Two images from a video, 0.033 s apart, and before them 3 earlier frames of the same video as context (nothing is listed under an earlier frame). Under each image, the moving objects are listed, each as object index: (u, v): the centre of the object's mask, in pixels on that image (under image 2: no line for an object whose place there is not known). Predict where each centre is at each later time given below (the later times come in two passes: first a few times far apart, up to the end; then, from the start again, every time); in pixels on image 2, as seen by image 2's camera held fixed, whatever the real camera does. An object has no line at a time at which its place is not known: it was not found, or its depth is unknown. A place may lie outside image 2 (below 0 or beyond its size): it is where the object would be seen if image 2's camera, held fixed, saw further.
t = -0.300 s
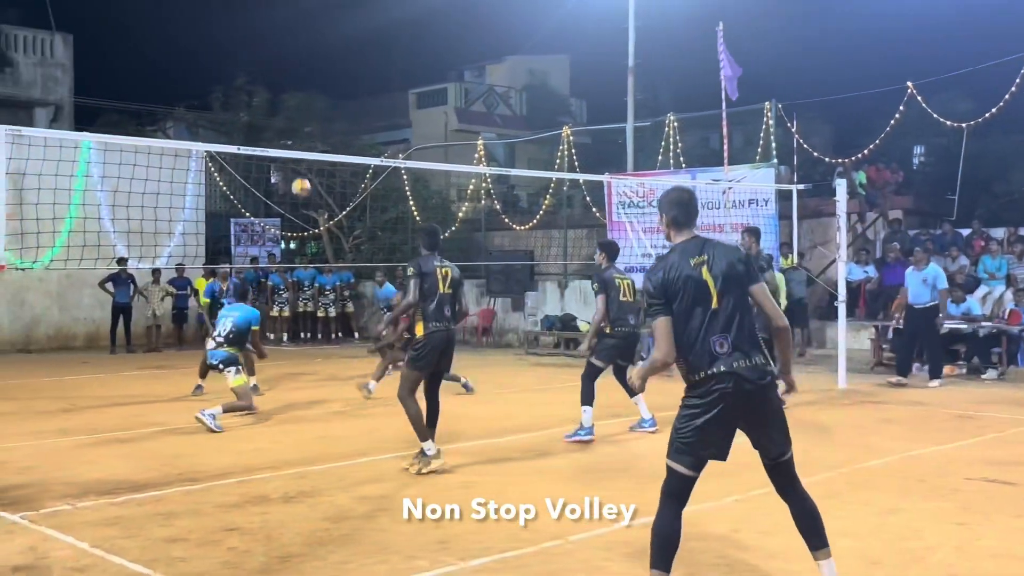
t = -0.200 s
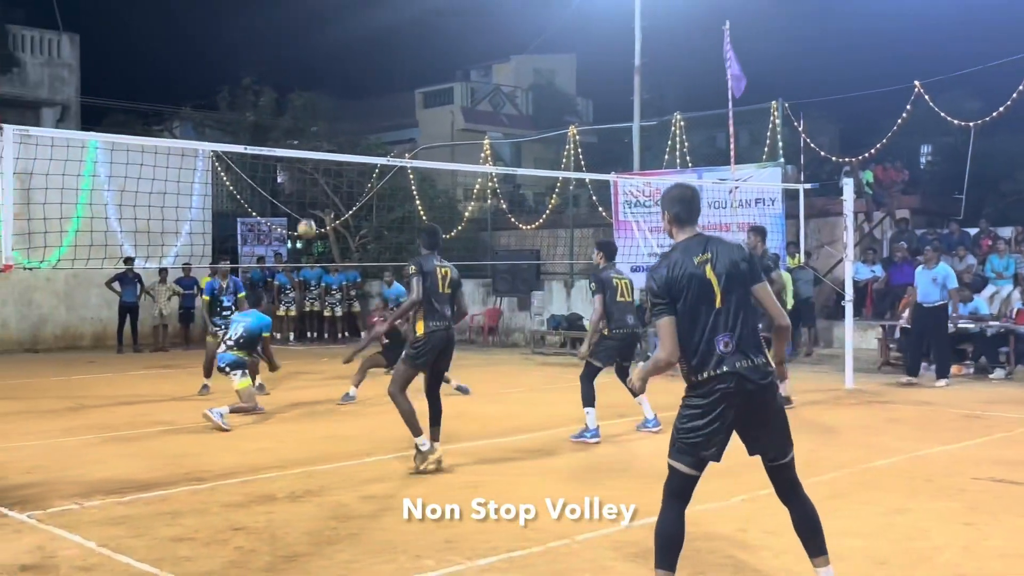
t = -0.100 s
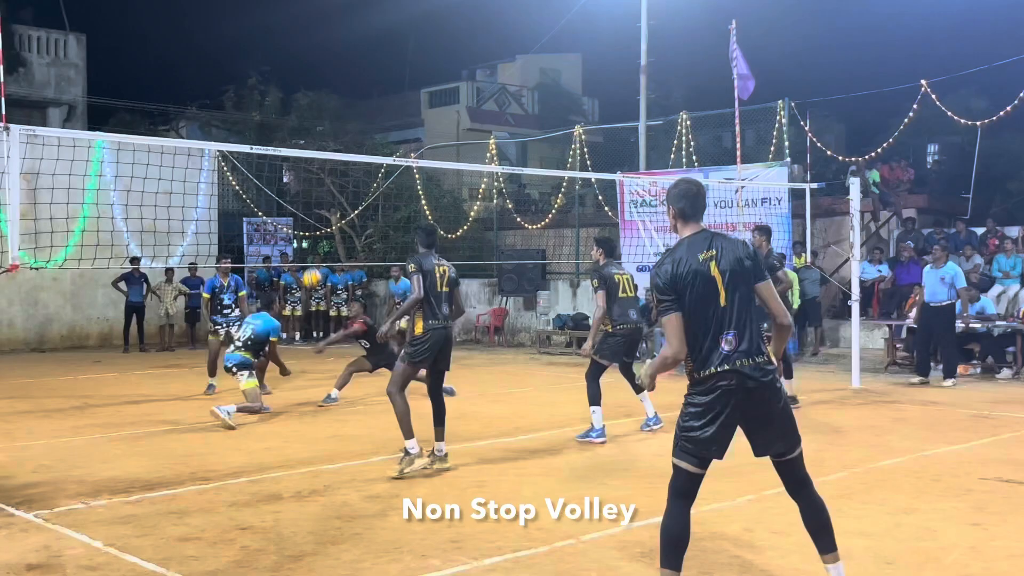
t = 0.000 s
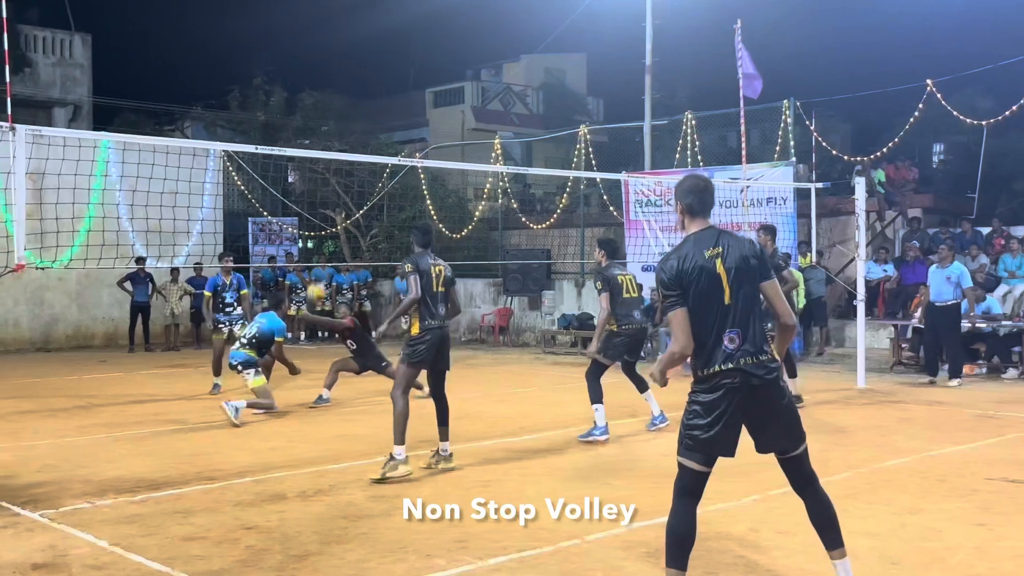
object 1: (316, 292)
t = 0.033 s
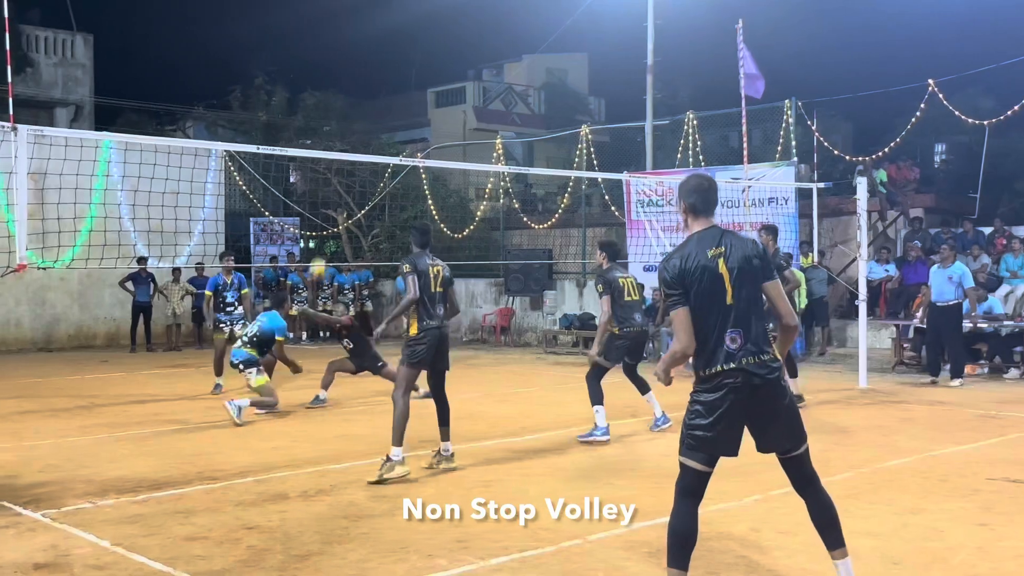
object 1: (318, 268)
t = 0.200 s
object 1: (321, 169)
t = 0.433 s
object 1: (326, 71)
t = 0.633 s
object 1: (331, 25)
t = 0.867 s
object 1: (338, 16)
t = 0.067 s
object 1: (318, 247)
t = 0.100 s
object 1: (319, 225)
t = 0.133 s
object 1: (320, 206)
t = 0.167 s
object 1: (320, 187)
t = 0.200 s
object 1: (321, 169)
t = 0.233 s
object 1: (322, 149)
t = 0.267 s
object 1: (322, 136)
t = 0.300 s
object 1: (323, 121)
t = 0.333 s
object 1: (324, 107)
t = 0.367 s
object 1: (325, 94)
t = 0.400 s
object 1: (325, 82)
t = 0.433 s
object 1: (326, 71)
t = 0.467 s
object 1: (326, 61)
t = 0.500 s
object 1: (327, 51)
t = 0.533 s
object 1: (328, 43)
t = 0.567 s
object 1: (329, 36)
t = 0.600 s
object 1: (330, 30)
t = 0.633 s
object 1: (331, 25)
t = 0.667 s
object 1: (332, 21)
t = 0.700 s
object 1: (334, 17)
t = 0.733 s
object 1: (335, 15)
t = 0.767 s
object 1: (335, 14)
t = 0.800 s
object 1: (336, 14)
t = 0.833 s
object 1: (337, 15)
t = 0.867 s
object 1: (338, 16)
